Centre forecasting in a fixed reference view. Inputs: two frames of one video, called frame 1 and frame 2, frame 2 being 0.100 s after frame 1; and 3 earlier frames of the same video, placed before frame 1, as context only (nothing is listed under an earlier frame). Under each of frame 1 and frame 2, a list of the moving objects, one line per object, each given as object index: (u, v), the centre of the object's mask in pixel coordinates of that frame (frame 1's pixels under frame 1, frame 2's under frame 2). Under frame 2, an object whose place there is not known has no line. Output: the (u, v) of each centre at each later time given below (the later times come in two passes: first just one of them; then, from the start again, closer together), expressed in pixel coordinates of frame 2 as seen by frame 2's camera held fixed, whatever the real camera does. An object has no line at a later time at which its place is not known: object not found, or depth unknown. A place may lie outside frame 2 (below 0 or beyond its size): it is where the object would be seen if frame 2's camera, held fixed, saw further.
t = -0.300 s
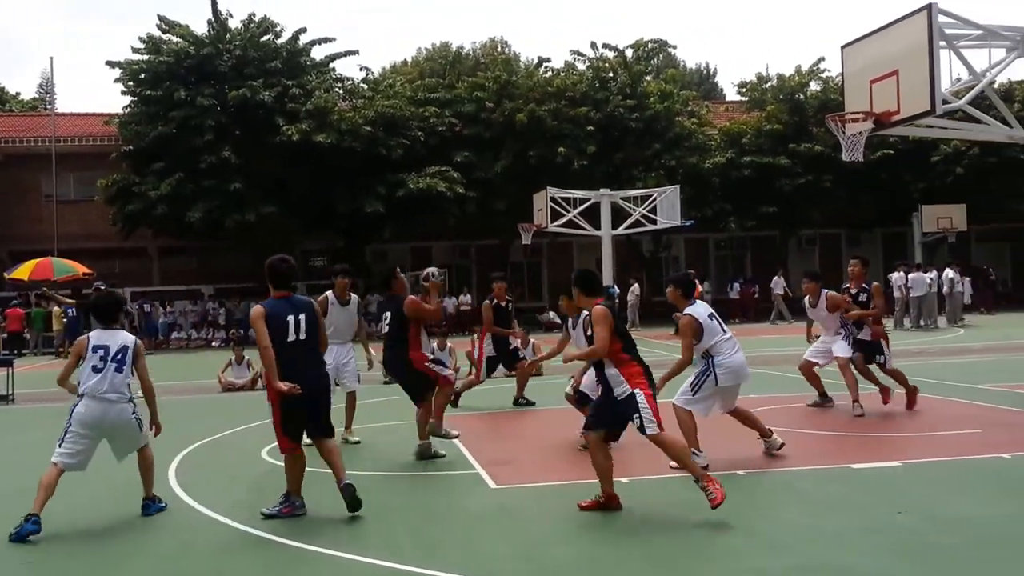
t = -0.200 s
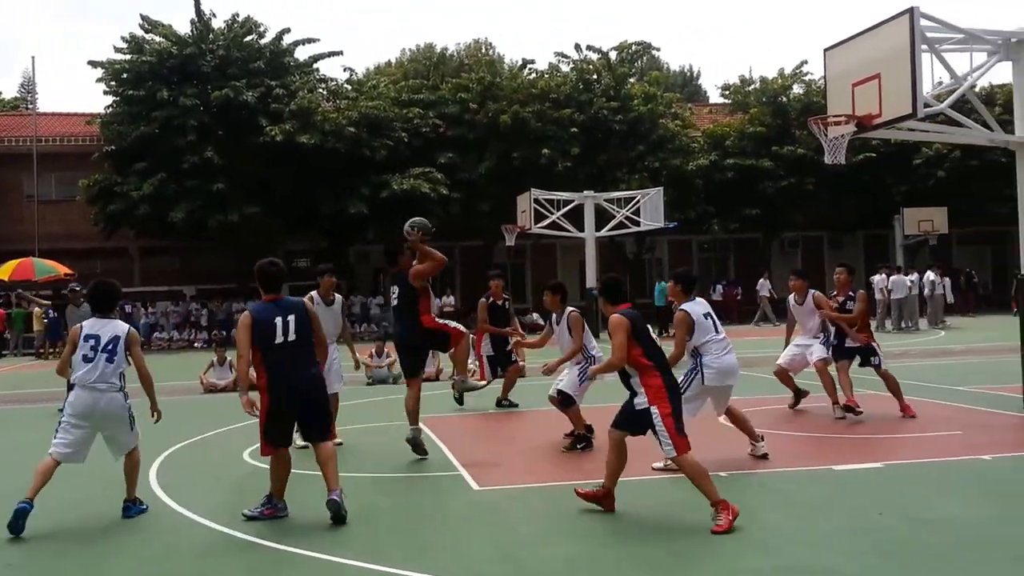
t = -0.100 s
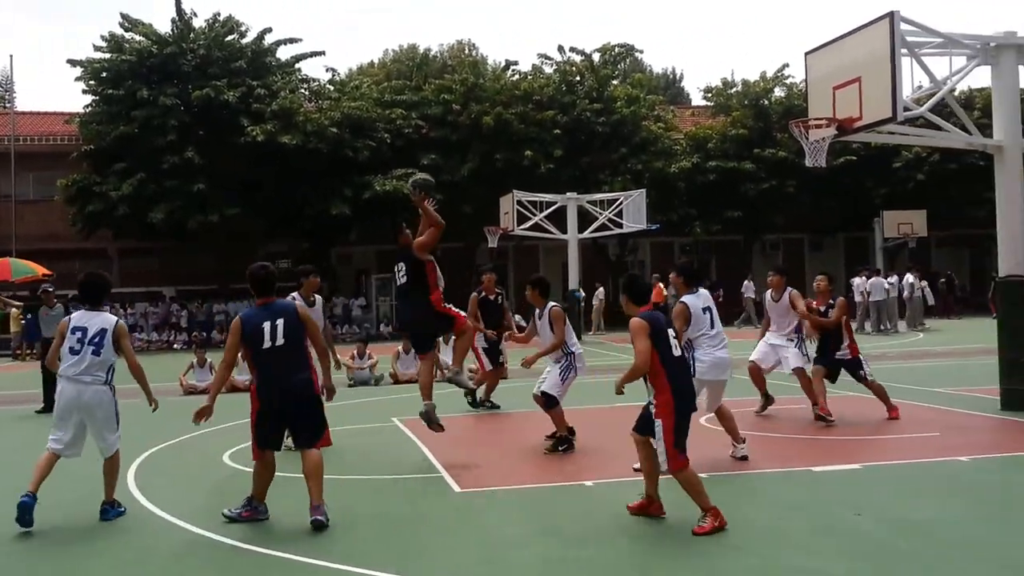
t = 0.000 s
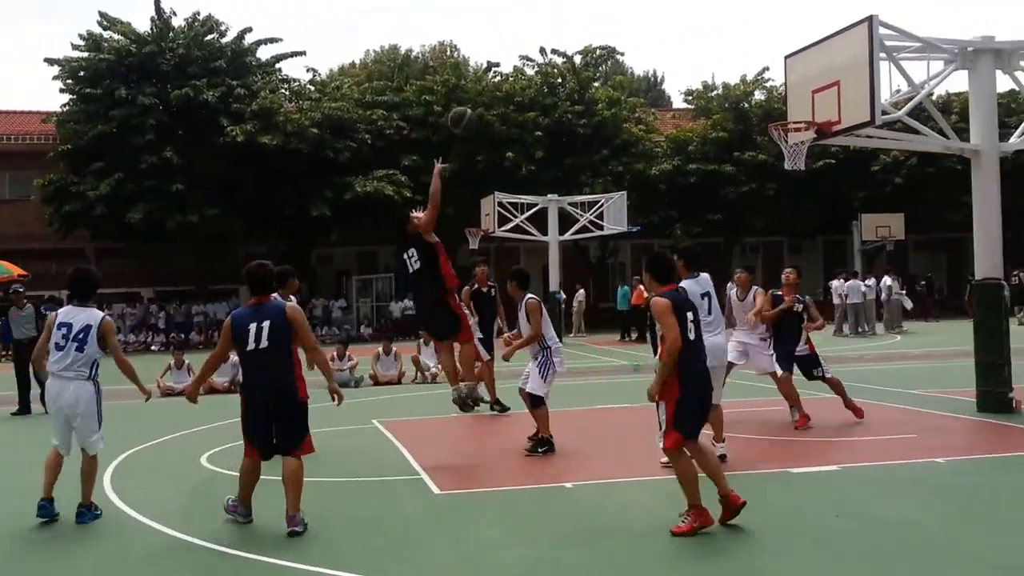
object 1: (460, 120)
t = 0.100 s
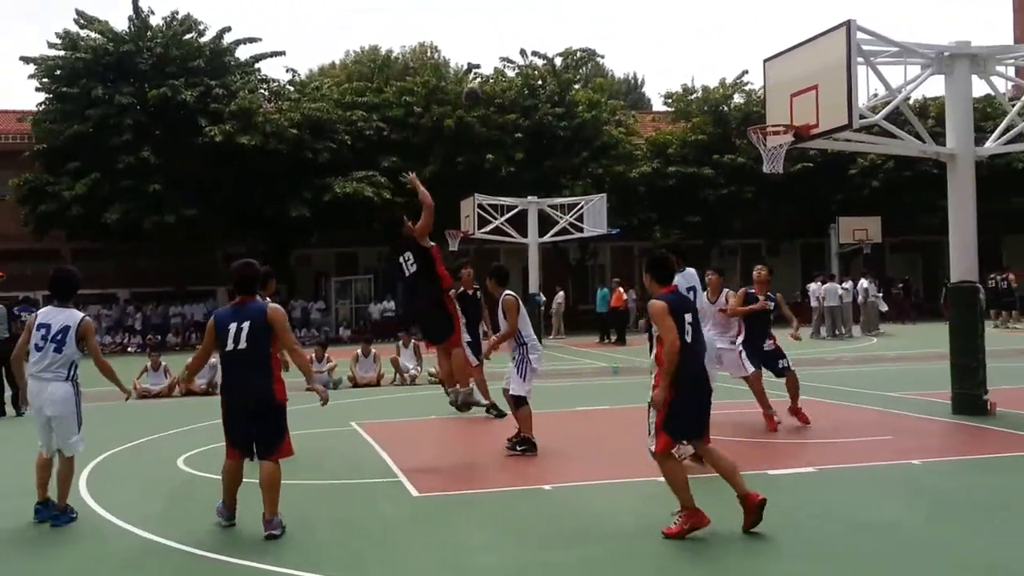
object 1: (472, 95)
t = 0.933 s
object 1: (759, 160)
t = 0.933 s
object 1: (759, 160)
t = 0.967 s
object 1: (758, 170)
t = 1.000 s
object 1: (750, 179)
